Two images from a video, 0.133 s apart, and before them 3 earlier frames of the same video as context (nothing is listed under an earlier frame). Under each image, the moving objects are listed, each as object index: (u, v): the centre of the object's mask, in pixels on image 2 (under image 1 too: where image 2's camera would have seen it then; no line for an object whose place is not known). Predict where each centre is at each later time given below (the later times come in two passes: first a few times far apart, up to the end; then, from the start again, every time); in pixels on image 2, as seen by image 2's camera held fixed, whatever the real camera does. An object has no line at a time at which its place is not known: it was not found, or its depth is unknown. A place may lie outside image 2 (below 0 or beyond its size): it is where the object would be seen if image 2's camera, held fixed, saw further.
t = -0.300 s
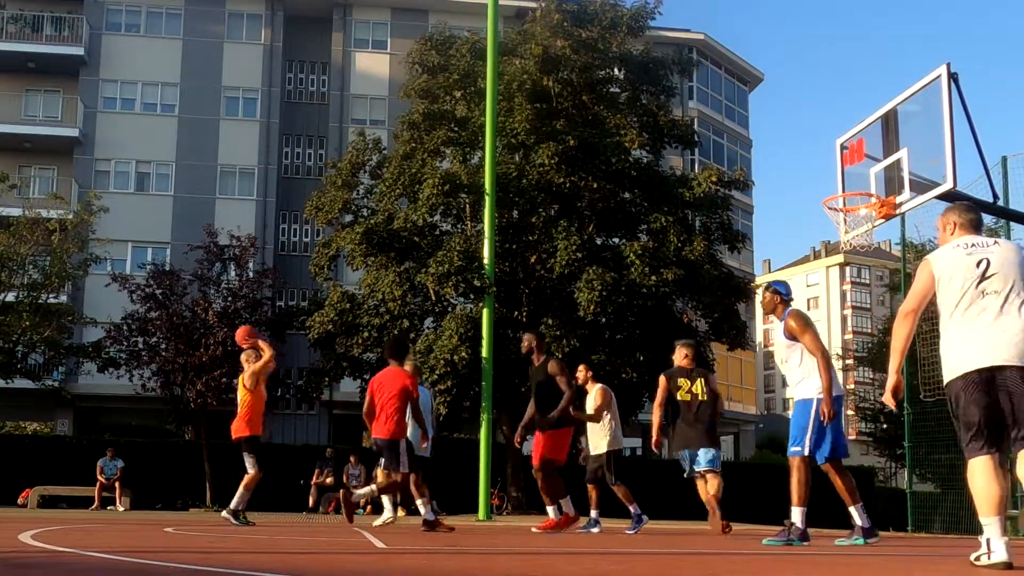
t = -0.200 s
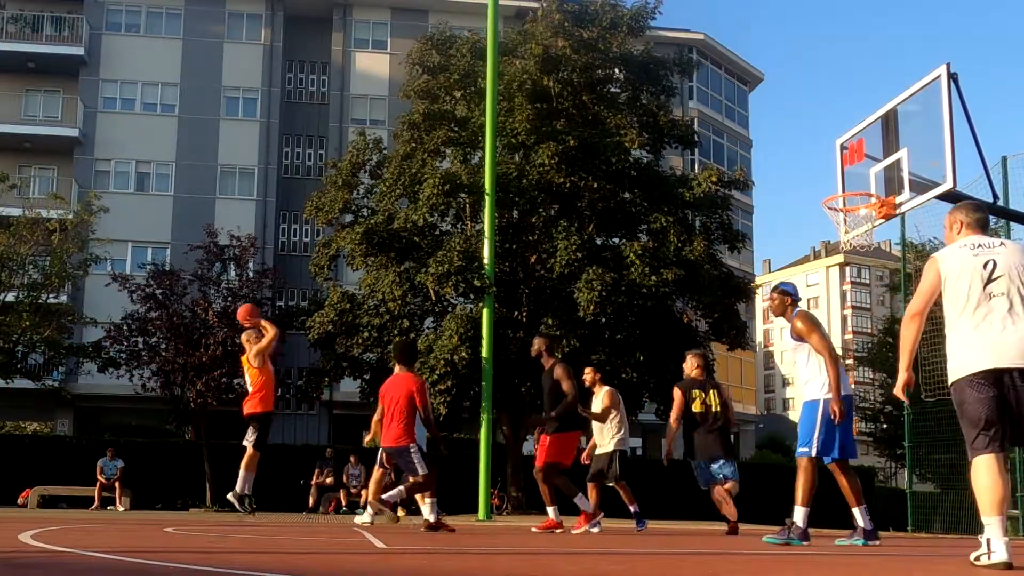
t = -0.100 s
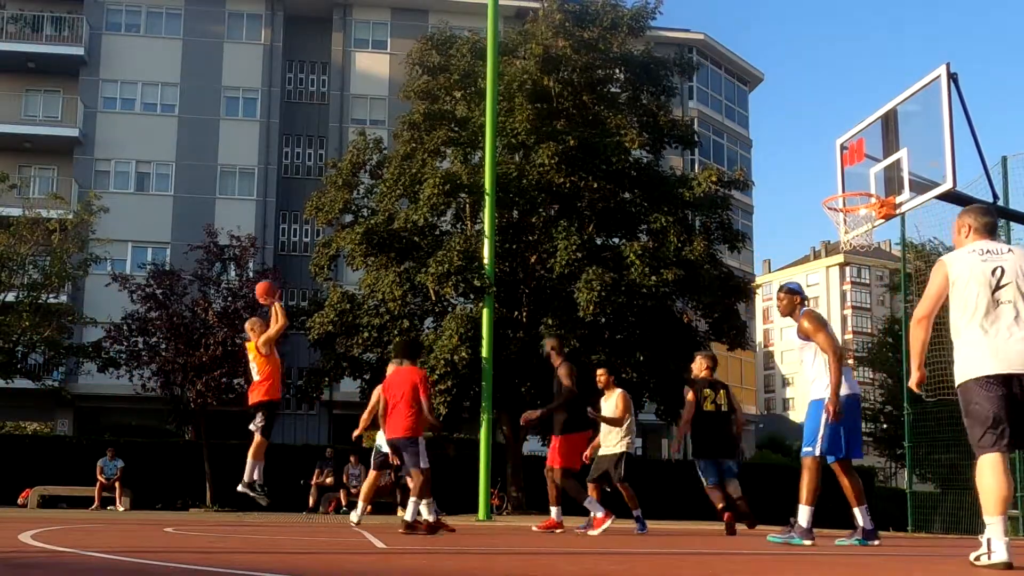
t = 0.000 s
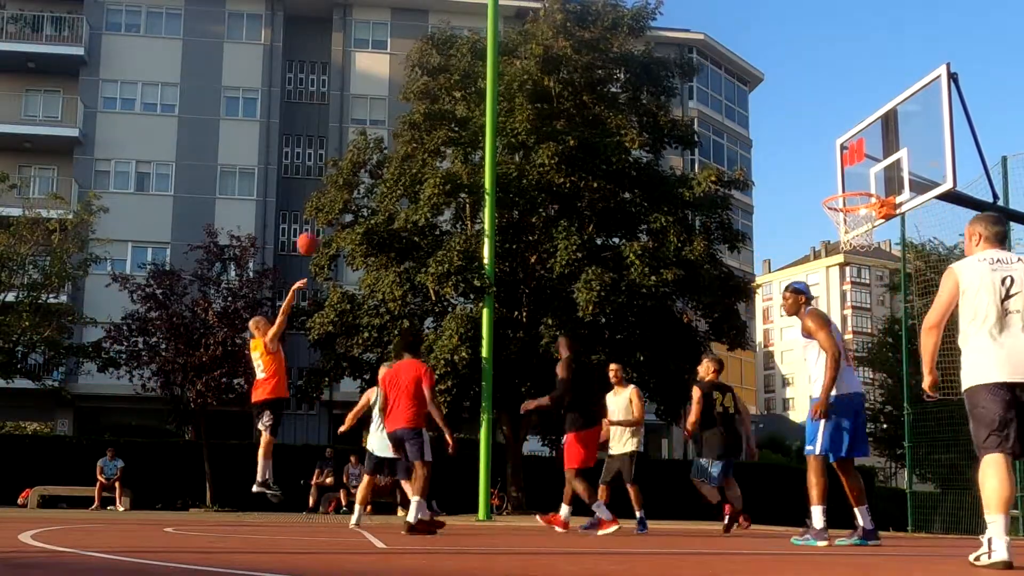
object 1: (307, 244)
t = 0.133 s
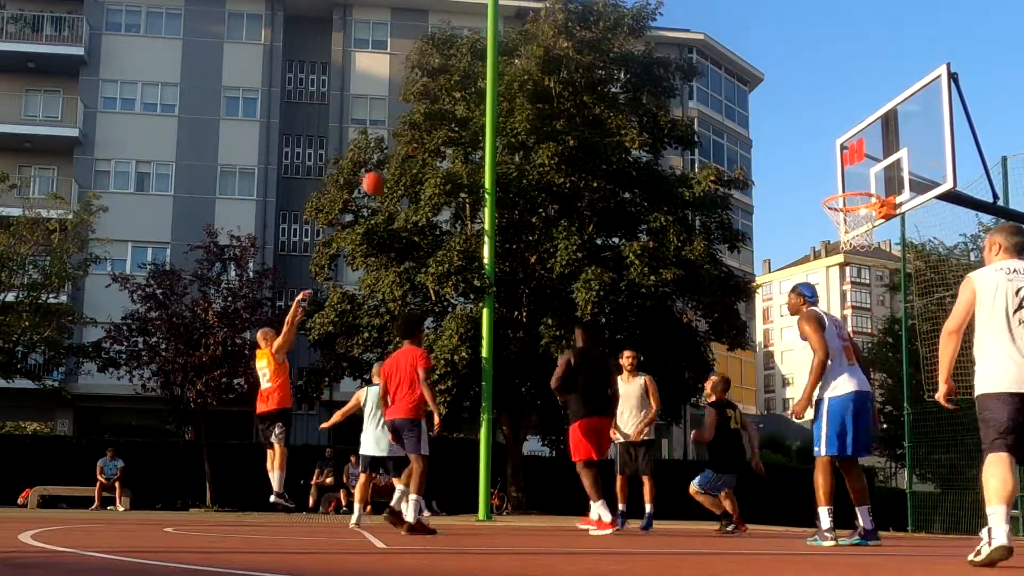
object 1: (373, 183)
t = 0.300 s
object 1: (457, 130)
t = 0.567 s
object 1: (597, 96)
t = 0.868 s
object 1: (767, 137)
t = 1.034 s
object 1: (865, 202)
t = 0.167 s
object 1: (390, 171)
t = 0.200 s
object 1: (407, 159)
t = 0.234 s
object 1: (423, 149)
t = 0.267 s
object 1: (440, 139)
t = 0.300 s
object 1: (457, 130)
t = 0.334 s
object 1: (471, 122)
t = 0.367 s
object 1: (491, 116)
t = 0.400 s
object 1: (508, 111)
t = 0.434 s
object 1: (526, 106)
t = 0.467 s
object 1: (543, 101)
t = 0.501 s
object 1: (561, 99)
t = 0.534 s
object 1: (579, 97)
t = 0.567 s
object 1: (597, 96)
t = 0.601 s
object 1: (615, 96)
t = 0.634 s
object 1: (634, 98)
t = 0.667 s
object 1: (652, 99)
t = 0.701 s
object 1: (670, 103)
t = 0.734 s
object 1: (689, 107)
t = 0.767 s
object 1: (707, 114)
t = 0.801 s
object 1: (727, 120)
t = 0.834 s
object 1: (747, 128)
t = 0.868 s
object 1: (767, 137)
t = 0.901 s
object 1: (787, 148)
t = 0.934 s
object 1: (807, 160)
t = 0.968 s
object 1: (828, 173)
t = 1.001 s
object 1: (849, 187)
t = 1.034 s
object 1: (865, 202)
